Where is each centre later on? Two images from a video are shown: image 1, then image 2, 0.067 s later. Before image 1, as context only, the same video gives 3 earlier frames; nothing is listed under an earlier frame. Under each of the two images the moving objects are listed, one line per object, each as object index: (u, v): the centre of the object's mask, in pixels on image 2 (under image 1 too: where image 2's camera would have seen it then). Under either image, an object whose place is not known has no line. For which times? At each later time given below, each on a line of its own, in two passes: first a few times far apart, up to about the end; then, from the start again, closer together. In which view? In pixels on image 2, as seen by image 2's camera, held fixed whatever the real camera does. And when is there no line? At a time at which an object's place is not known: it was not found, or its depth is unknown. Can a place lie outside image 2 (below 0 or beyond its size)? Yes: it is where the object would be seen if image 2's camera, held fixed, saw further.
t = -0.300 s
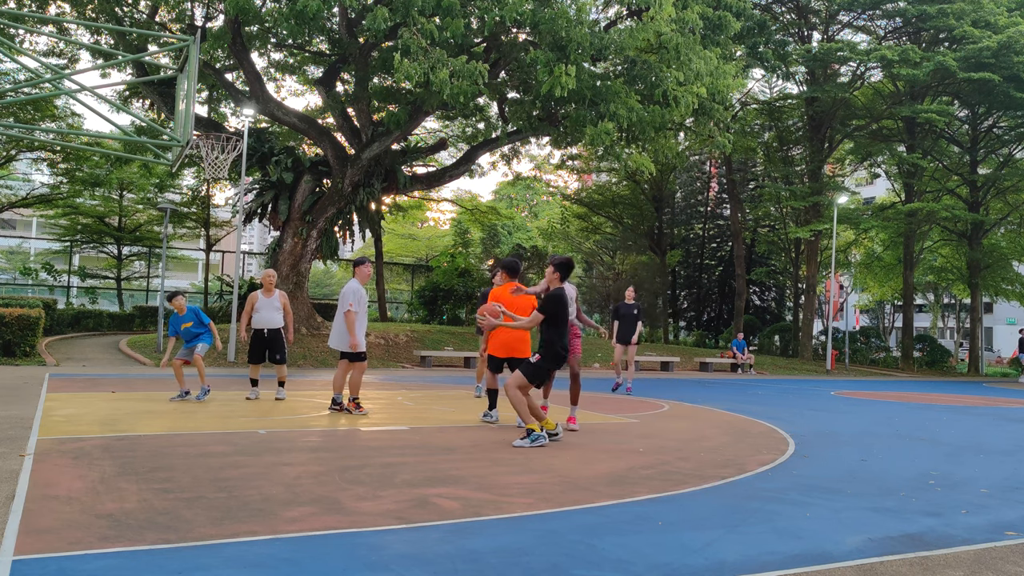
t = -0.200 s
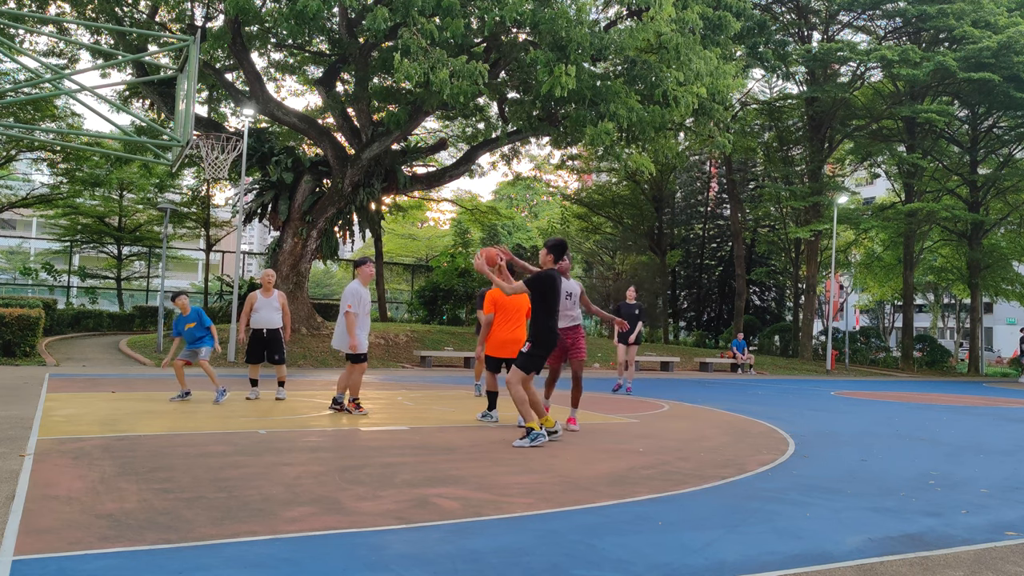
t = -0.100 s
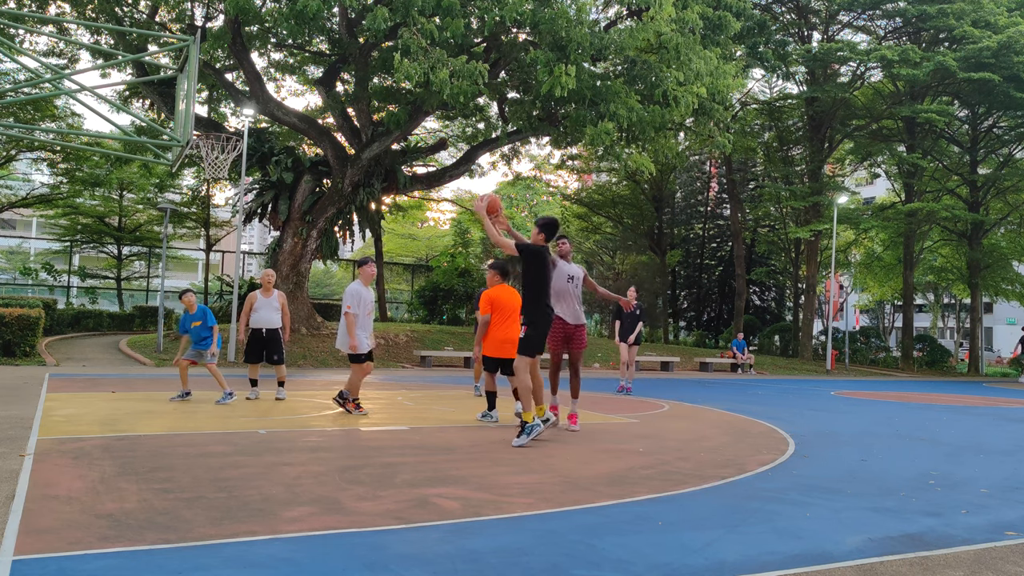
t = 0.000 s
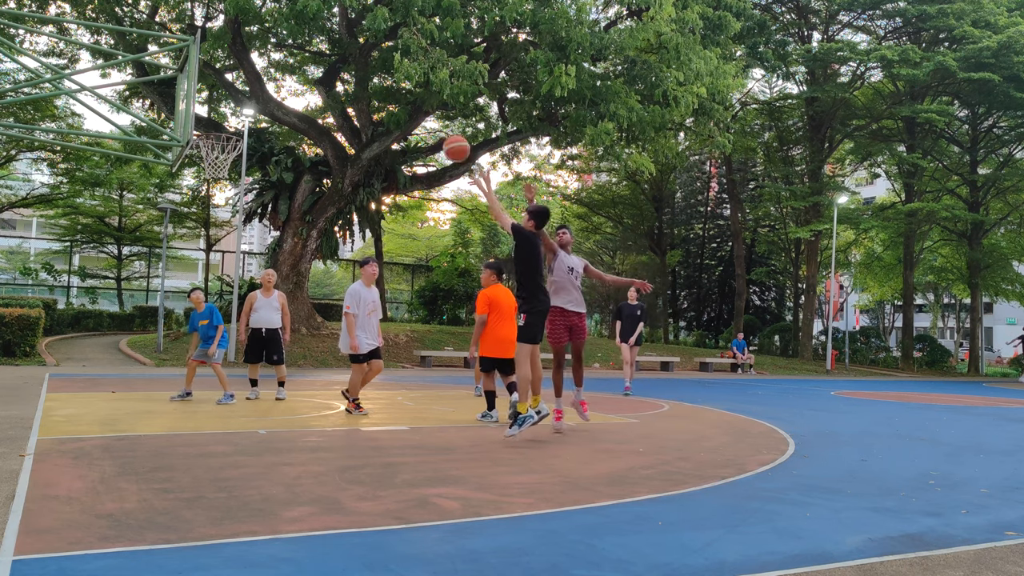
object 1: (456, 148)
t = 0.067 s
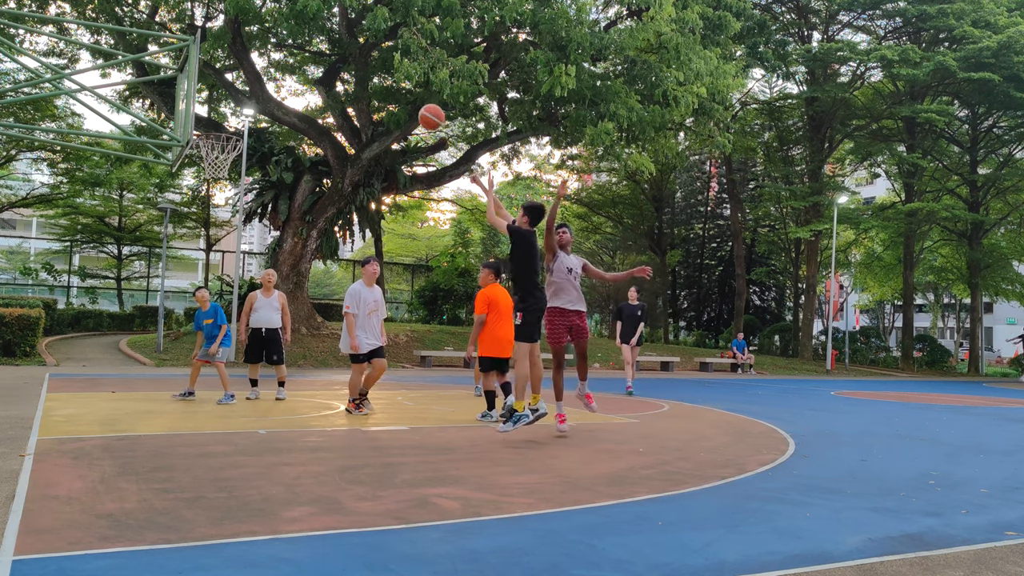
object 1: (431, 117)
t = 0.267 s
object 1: (362, 56)
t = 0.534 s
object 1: (278, 41)
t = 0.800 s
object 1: (205, 86)
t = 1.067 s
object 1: (229, 129)
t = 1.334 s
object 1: (256, 157)
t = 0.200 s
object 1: (384, 71)
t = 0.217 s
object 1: (378, 67)
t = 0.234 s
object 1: (373, 63)
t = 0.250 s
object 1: (367, 60)
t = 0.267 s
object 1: (362, 56)
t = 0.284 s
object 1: (356, 53)
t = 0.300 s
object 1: (351, 50)
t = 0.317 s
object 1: (346, 48)
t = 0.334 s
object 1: (340, 46)
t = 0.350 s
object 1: (335, 44)
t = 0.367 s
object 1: (329, 42)
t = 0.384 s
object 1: (324, 41)
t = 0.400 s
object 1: (319, 40)
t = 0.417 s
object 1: (314, 39)
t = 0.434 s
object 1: (308, 38)
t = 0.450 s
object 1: (303, 39)
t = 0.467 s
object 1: (299, 38)
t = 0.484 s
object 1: (293, 38)
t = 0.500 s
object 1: (289, 39)
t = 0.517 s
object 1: (284, 39)
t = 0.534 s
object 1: (278, 41)
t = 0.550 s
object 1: (274, 42)
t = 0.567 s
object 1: (268, 43)
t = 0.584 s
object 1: (264, 45)
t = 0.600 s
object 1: (259, 47)
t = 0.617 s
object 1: (254, 49)
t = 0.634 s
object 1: (249, 51)
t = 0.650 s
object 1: (244, 54)
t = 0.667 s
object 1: (240, 57)
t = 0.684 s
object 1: (235, 60)
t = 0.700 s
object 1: (231, 63)
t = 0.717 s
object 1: (226, 66)
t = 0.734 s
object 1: (221, 70)
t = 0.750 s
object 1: (216, 74)
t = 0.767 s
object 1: (212, 78)
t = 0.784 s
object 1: (208, 82)
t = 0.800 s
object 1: (205, 86)
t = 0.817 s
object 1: (202, 91)
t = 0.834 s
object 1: (203, 94)
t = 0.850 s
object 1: (204, 99)
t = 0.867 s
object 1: (205, 103)
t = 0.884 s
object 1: (207, 108)
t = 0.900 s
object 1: (209, 114)
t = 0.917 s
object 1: (211, 119)
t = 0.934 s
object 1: (213, 124)
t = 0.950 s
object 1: (215, 129)
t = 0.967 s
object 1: (217, 133)
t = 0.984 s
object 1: (219, 130)
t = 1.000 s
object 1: (221, 132)
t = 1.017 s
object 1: (223, 132)
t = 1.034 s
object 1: (224, 132)
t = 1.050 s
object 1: (227, 130)
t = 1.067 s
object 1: (229, 129)
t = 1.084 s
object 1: (231, 130)
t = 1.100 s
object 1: (233, 130)
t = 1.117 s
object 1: (235, 130)
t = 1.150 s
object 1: (239, 132)
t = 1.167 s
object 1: (241, 133)
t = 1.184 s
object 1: (243, 135)
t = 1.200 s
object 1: (245, 136)
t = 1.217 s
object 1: (246, 138)
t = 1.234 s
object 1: (248, 141)
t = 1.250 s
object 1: (249, 143)
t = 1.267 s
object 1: (251, 146)
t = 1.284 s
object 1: (252, 148)
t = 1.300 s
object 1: (254, 151)
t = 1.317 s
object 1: (255, 154)
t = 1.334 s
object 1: (256, 157)
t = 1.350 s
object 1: (257, 161)
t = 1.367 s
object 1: (259, 164)
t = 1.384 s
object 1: (260, 168)
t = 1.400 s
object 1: (262, 171)
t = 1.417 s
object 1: (263, 175)
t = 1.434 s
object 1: (264, 180)
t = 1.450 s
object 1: (265, 184)
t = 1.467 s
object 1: (266, 189)
